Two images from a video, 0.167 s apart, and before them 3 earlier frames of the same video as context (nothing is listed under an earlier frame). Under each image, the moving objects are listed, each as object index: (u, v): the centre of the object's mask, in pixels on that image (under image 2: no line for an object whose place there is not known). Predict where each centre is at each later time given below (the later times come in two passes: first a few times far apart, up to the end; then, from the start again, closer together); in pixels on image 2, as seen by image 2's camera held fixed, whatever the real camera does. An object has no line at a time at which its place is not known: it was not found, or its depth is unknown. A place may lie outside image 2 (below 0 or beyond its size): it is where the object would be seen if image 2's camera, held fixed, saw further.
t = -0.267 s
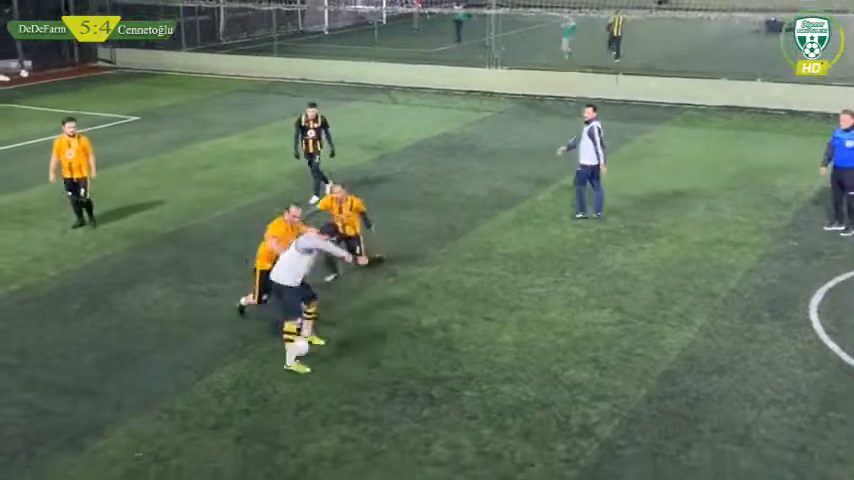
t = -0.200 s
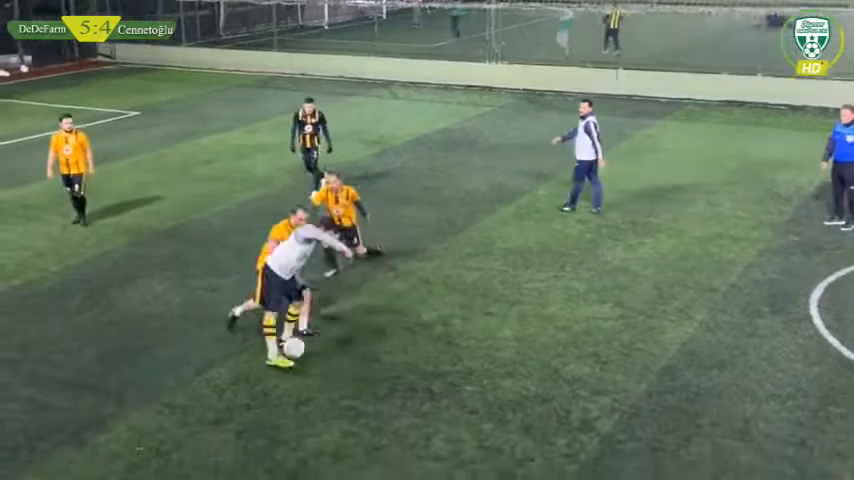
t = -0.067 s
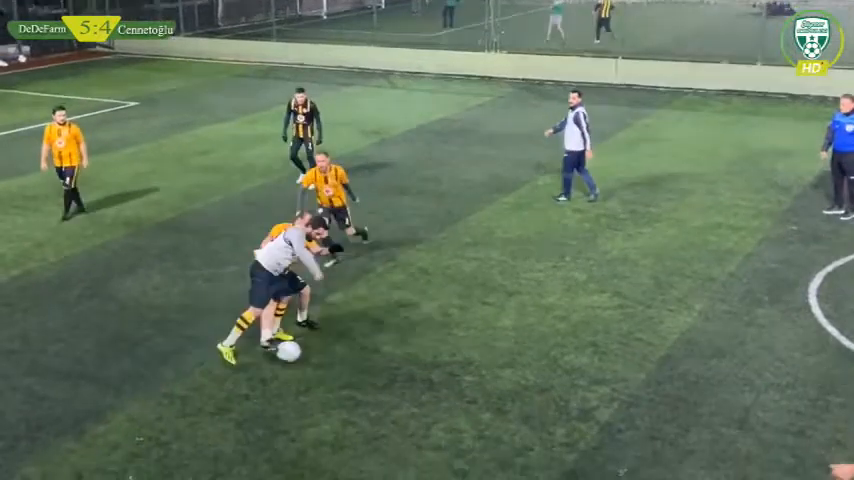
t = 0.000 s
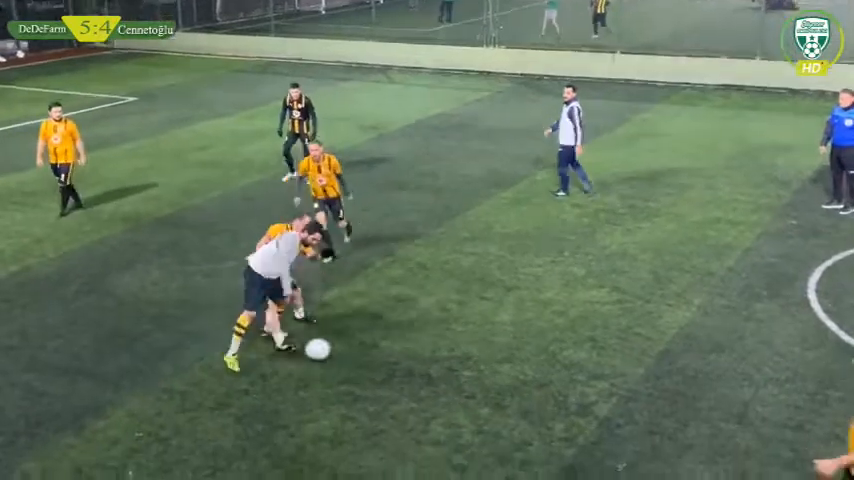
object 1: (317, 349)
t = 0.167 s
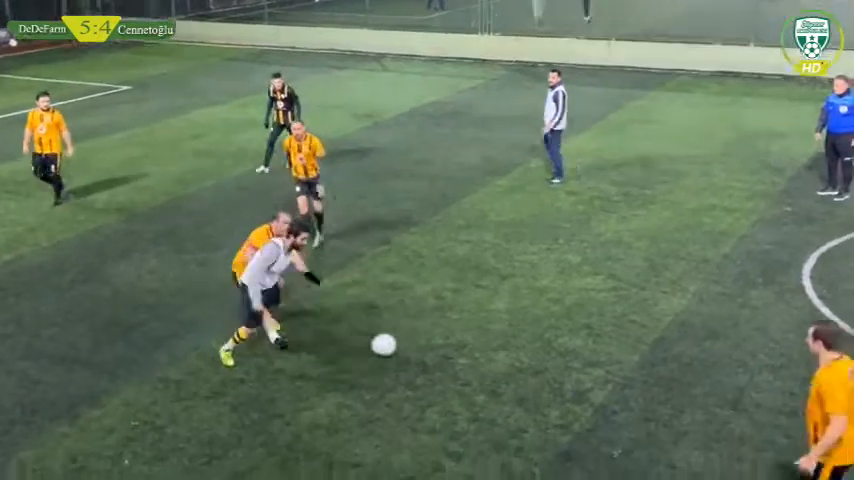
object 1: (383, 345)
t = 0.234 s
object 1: (410, 348)
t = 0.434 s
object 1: (487, 359)
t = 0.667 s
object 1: (580, 372)
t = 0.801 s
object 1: (633, 380)
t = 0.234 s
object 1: (410, 348)
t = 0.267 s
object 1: (422, 349)
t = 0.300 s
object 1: (435, 351)
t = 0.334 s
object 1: (448, 353)
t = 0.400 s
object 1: (474, 357)
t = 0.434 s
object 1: (487, 359)
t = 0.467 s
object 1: (500, 361)
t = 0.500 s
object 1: (513, 362)
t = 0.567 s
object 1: (539, 366)
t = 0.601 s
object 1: (553, 368)
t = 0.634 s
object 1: (566, 370)
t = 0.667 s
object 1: (580, 372)
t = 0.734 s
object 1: (606, 375)
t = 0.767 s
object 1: (620, 378)
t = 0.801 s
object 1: (633, 380)
